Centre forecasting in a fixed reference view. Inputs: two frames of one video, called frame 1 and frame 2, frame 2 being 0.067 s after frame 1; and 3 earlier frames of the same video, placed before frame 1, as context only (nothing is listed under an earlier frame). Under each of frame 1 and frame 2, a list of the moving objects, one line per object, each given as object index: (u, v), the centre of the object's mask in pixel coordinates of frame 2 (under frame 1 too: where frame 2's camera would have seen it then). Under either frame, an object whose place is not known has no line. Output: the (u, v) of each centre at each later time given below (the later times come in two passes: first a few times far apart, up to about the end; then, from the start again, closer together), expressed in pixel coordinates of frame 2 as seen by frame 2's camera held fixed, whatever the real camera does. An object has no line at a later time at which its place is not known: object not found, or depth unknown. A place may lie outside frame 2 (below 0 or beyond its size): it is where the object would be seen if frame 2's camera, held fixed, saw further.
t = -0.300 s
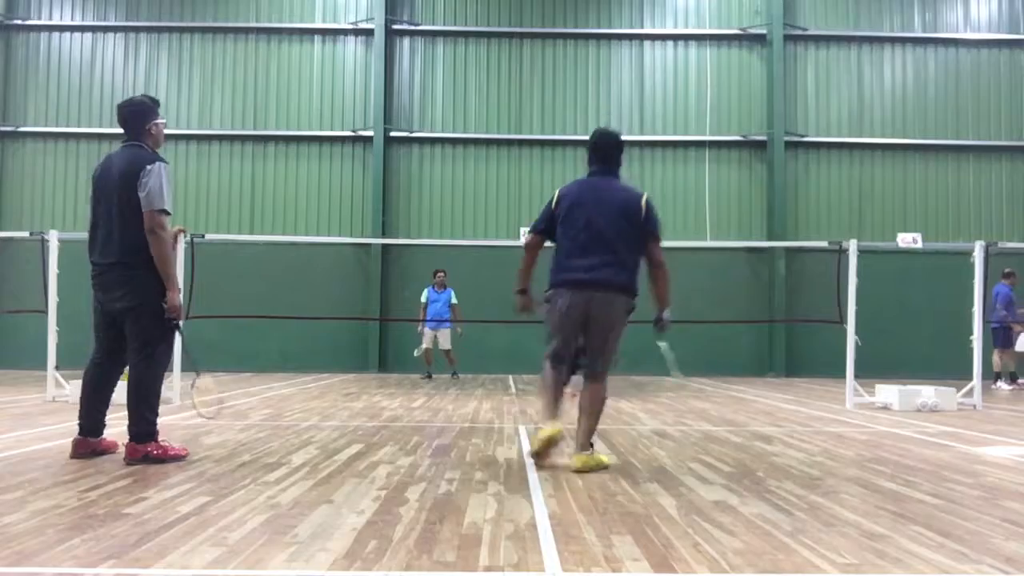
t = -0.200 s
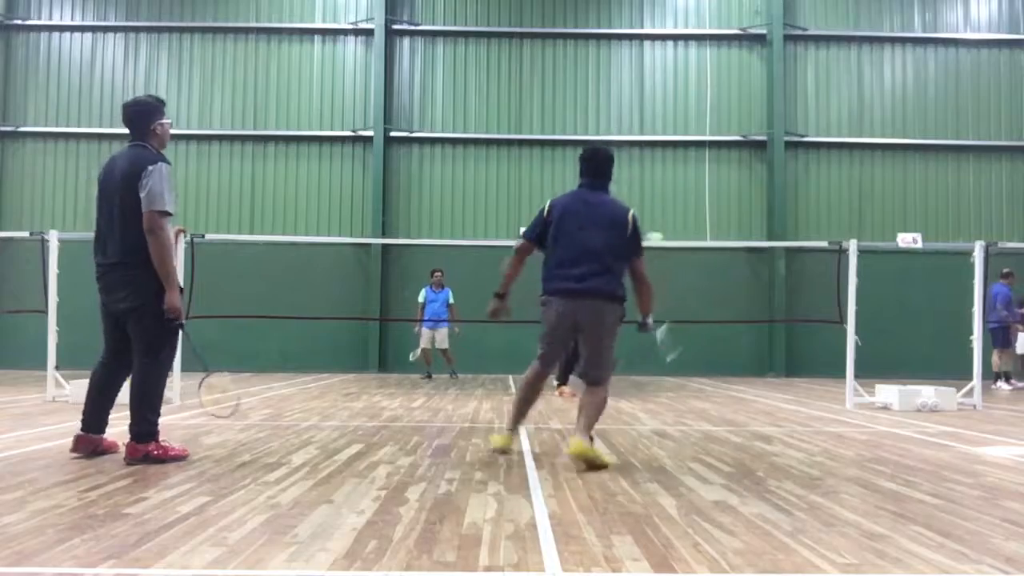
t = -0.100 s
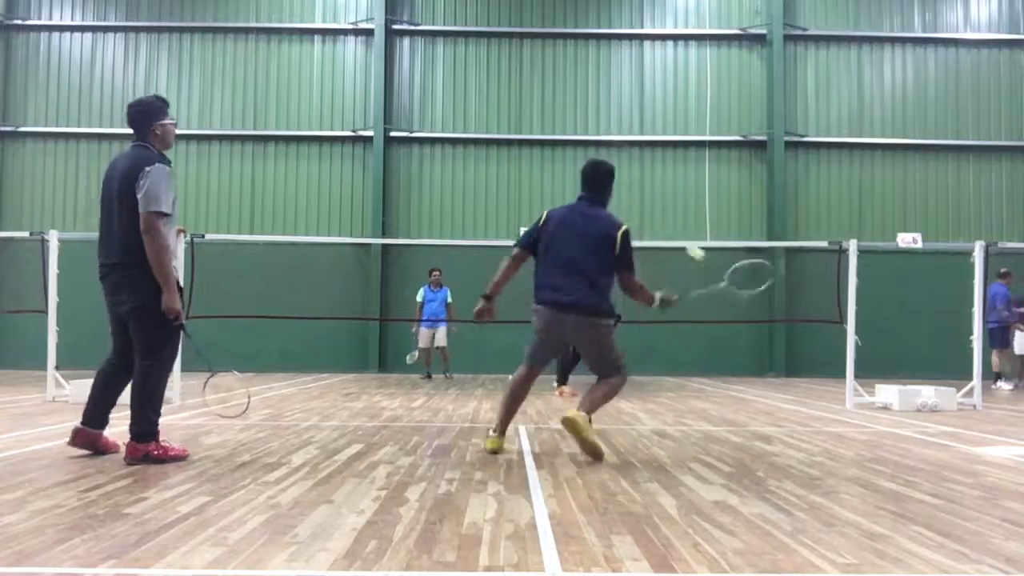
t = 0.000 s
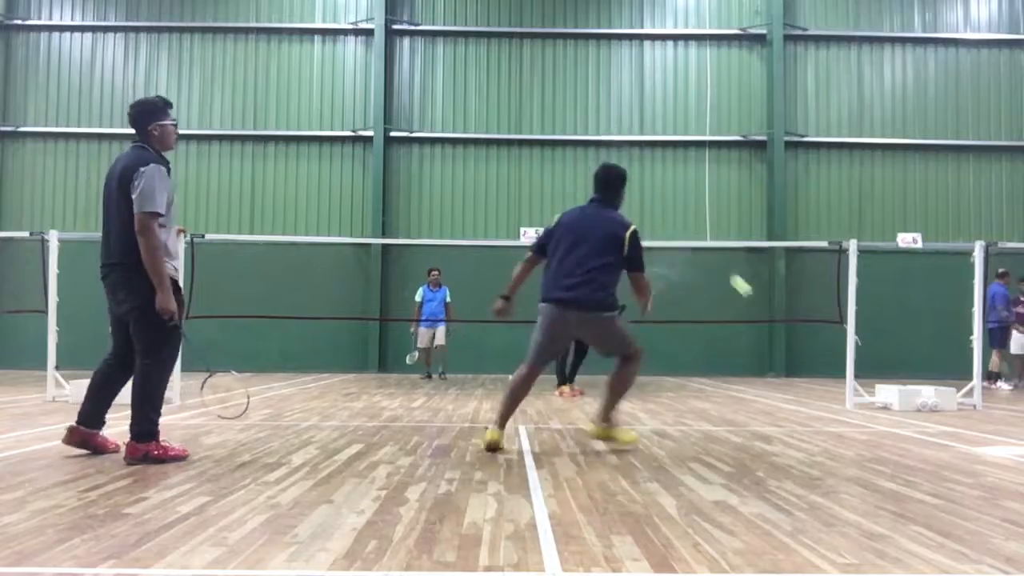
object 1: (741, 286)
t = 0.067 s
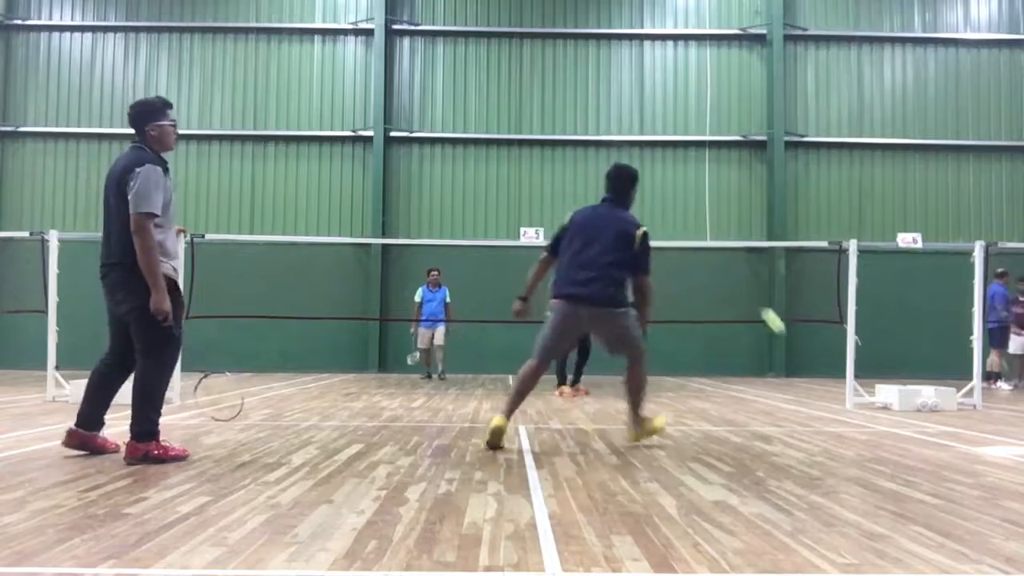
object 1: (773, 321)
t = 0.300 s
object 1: (893, 474)
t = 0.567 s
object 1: (964, 465)
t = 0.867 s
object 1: (1001, 531)
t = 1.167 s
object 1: (996, 545)
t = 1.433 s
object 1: (1010, 548)
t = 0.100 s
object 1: (790, 343)
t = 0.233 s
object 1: (871, 475)
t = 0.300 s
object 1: (893, 474)
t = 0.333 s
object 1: (899, 463)
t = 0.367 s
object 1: (906, 457)
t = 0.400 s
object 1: (915, 452)
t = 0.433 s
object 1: (926, 450)
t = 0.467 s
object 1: (936, 449)
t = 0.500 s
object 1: (946, 451)
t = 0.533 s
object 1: (957, 457)
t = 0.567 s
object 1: (964, 465)
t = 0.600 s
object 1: (976, 476)
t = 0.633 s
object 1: (985, 493)
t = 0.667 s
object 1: (996, 510)
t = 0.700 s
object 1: (1008, 532)
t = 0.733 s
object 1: (1010, 535)
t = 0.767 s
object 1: (1007, 528)
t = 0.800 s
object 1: (1006, 526)
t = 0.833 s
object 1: (1004, 526)
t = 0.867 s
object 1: (1001, 531)
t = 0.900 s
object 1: (997, 537)
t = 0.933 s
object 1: (999, 539)
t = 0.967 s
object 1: (998, 538)
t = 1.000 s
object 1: (997, 539)
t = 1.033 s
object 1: (997, 541)
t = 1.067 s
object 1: (996, 542)
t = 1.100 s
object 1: (996, 543)
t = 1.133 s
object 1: (995, 544)
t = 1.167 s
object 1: (996, 545)
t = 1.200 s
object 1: (996, 545)
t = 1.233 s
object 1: (998, 546)
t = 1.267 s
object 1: (1000, 546)
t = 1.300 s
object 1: (1002, 547)
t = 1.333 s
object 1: (1004, 547)
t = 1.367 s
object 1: (1005, 548)
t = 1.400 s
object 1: (1008, 548)
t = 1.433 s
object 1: (1010, 548)
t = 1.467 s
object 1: (1012, 548)
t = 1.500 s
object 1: (1013, 549)
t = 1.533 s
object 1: (1016, 549)
